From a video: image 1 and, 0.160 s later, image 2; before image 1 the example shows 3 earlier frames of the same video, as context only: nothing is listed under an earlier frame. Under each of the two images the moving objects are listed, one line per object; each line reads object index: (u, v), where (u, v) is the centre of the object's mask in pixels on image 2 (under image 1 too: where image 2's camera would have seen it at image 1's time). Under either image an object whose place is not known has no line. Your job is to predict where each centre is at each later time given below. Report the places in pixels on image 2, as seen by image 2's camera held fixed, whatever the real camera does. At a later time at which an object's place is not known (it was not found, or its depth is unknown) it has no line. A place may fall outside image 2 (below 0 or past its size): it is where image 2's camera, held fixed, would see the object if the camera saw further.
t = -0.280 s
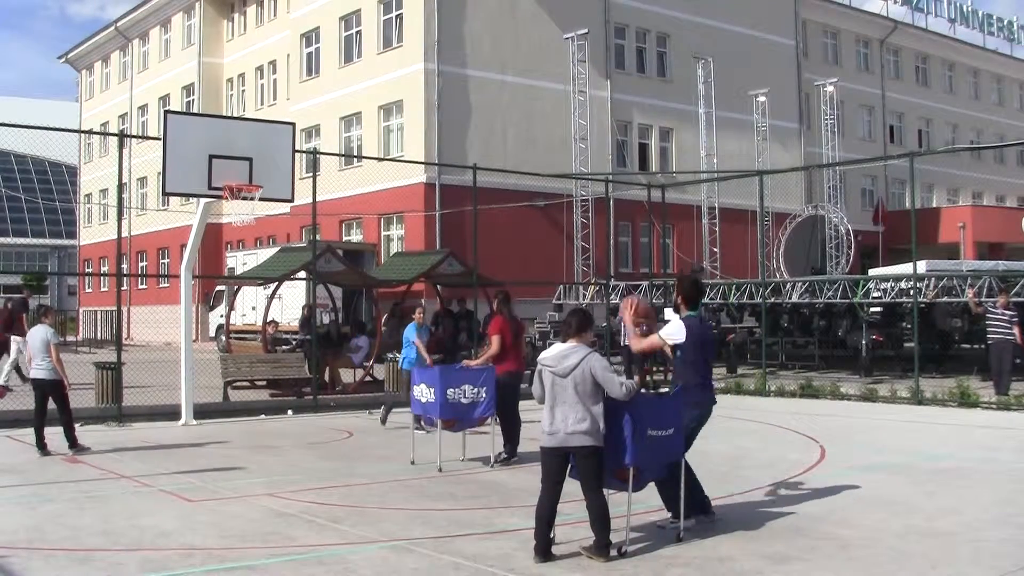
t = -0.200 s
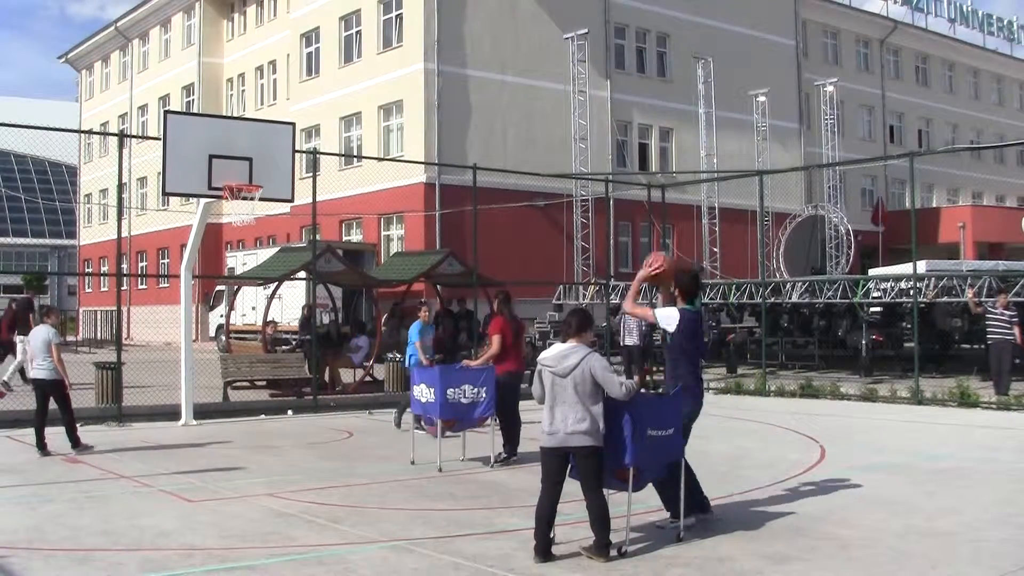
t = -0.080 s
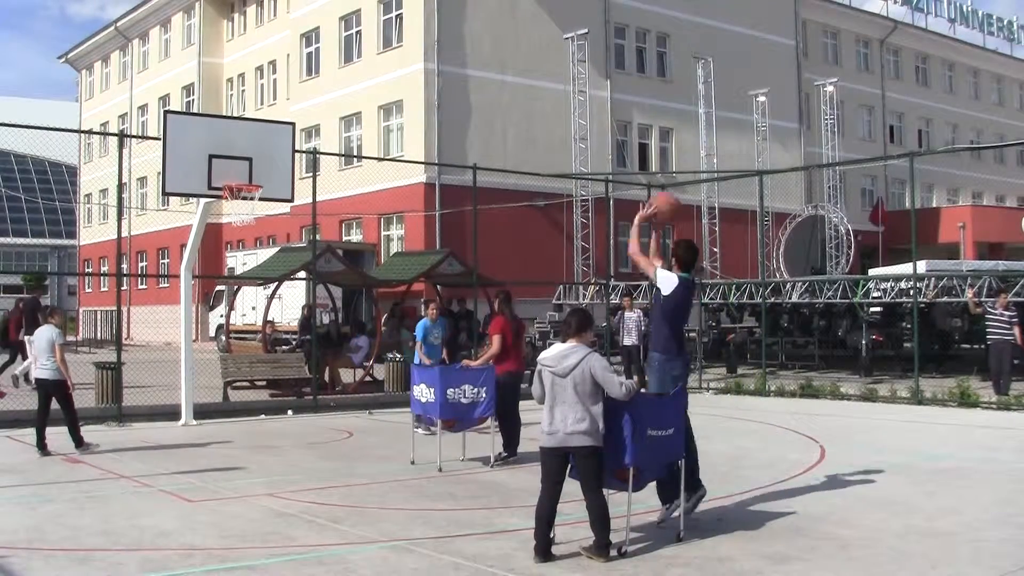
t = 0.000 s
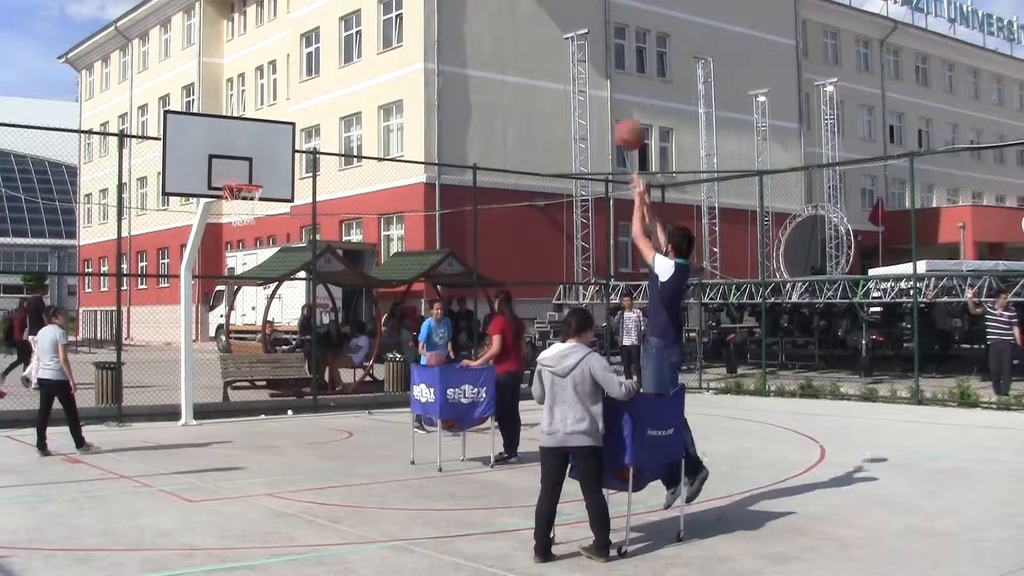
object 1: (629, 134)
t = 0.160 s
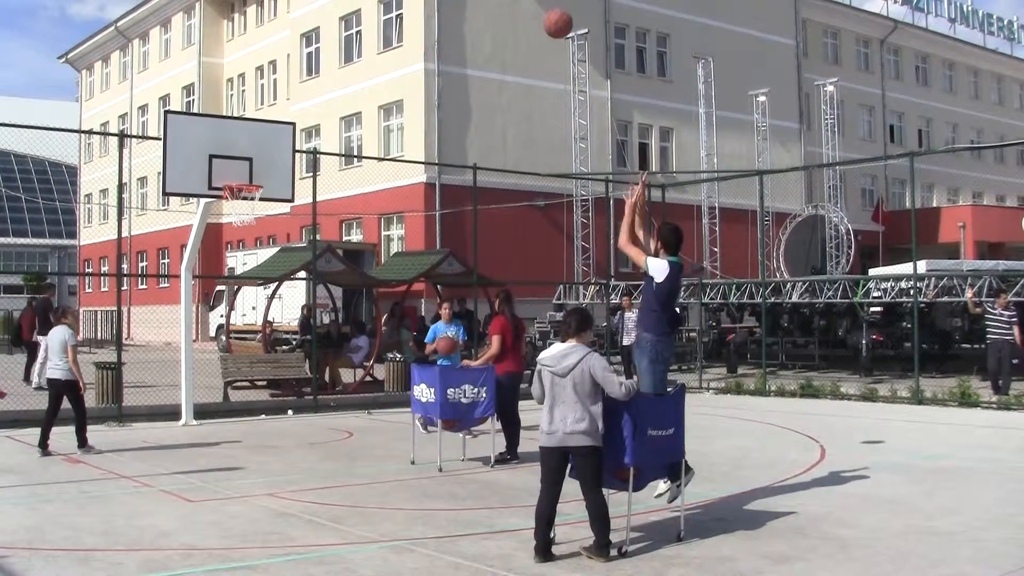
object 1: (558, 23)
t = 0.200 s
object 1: (541, 8)
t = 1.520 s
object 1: (228, 257)
